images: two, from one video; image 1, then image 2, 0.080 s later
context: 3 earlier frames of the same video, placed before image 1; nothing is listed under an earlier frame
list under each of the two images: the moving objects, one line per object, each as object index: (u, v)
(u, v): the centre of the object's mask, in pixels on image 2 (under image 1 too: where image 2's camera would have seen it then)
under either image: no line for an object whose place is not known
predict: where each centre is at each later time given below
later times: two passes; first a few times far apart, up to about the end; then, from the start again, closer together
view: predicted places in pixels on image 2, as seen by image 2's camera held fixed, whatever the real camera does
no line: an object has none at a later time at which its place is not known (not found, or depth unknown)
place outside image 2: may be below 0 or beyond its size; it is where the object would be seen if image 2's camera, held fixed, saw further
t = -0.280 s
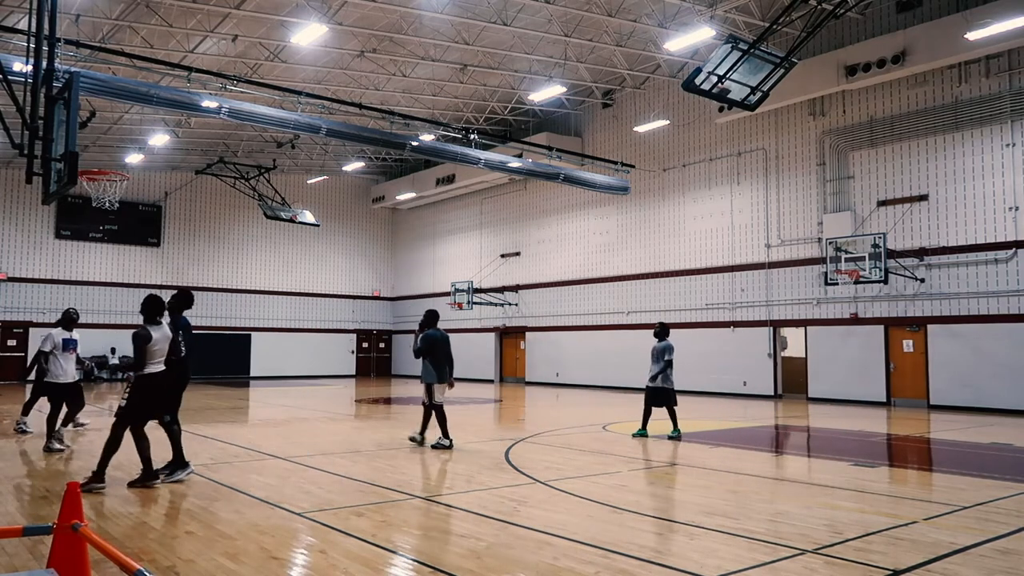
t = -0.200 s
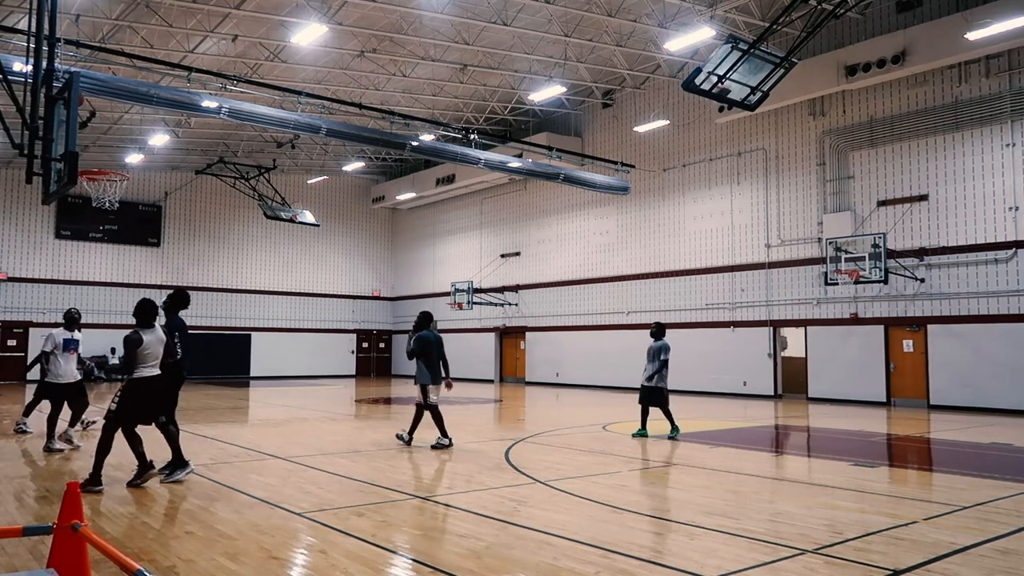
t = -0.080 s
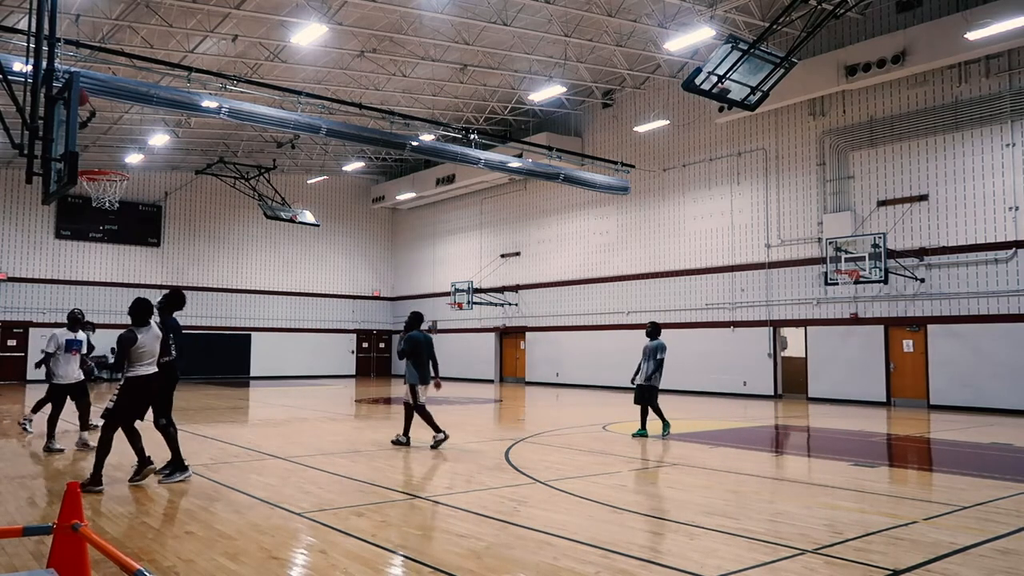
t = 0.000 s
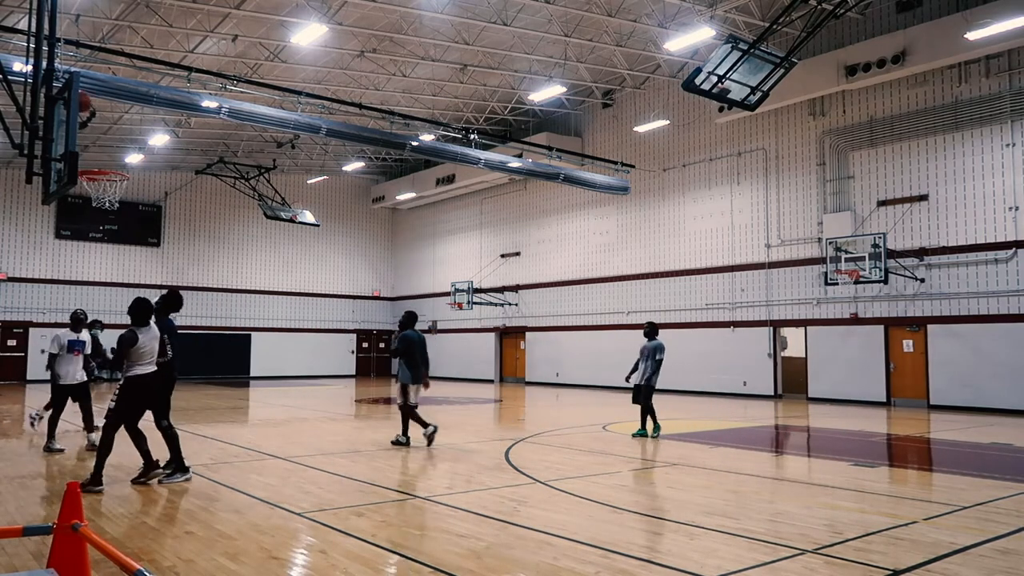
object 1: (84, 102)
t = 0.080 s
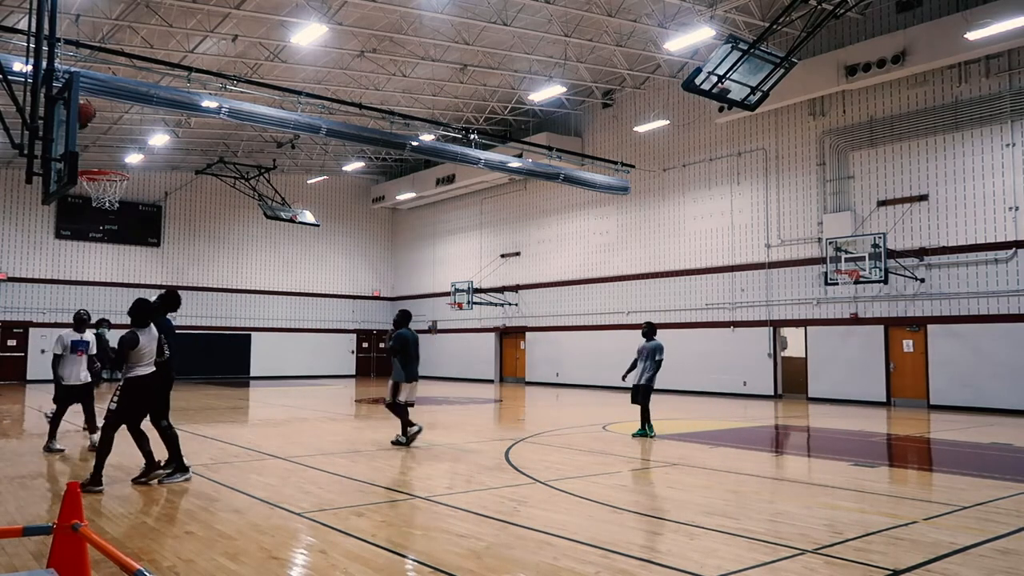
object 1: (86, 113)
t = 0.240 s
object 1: (88, 154)
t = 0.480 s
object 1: (110, 94)
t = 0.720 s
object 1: (131, 69)
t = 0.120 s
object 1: (86, 121)
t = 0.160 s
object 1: (86, 130)
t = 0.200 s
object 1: (87, 141)
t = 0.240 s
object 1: (88, 154)
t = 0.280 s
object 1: (90, 154)
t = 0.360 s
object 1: (99, 126)
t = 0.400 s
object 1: (102, 113)
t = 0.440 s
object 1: (106, 103)
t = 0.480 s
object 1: (110, 94)
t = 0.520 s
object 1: (114, 86)
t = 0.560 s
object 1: (117, 79)
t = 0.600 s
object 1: (121, 75)
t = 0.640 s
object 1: (124, 72)
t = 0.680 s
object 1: (128, 70)
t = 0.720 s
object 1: (131, 69)
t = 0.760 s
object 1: (134, 71)
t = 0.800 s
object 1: (138, 73)
